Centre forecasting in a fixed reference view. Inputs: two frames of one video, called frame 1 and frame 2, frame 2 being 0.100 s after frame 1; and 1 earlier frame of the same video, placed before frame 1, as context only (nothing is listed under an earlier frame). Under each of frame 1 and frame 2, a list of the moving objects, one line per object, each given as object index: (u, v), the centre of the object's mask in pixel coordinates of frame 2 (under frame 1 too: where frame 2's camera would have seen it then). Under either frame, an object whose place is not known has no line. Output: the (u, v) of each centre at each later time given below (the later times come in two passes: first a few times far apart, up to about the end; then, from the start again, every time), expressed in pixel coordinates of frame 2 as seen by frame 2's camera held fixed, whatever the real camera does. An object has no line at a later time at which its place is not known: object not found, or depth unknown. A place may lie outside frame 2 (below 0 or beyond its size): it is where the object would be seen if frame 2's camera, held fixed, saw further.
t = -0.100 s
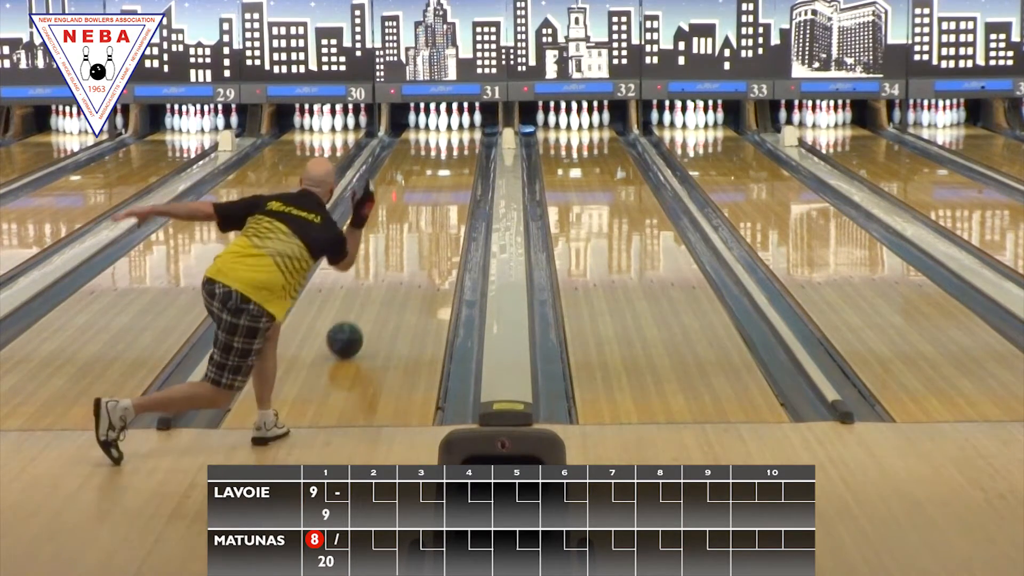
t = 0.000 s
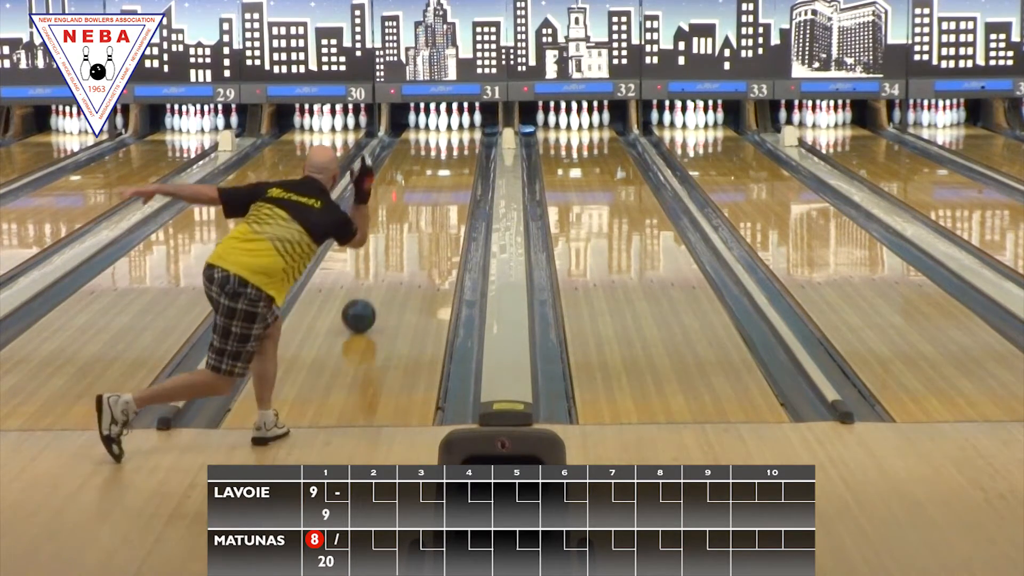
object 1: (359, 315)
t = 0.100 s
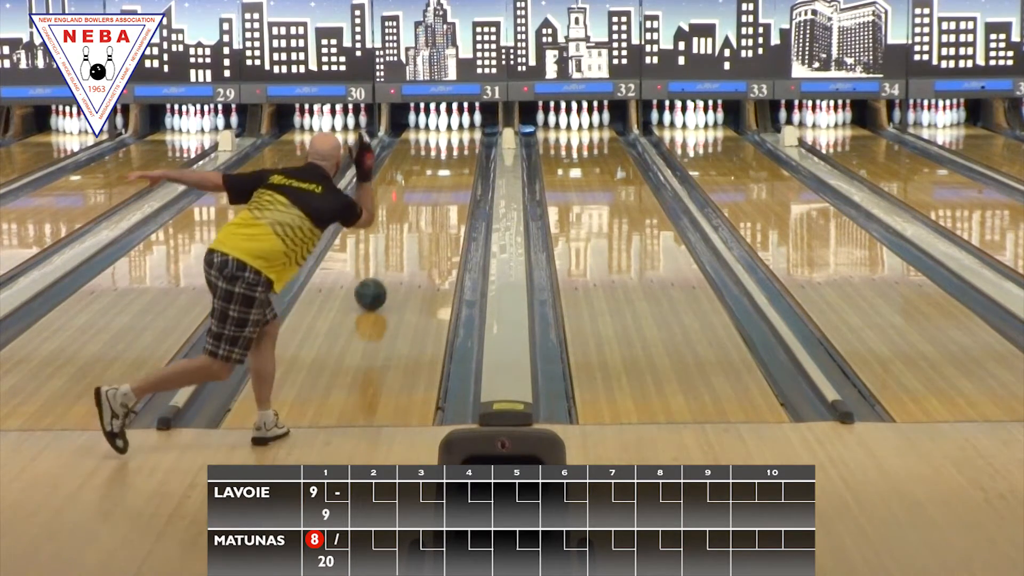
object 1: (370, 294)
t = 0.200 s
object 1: (381, 275)
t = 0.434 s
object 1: (402, 240)
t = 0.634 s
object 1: (415, 215)
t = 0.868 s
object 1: (428, 192)
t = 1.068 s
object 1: (436, 175)
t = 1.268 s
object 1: (443, 161)
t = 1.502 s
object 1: (449, 147)
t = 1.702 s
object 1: (450, 137)
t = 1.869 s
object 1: (449, 129)
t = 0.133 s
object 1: (374, 288)
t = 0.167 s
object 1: (378, 282)
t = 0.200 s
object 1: (381, 275)
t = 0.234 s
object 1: (385, 270)
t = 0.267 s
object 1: (388, 264)
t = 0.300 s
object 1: (391, 259)
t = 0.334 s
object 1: (394, 254)
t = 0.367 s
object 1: (396, 250)
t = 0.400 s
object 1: (399, 245)
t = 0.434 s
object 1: (402, 240)
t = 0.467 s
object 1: (404, 235)
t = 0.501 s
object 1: (406, 231)
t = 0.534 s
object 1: (409, 227)
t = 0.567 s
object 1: (411, 223)
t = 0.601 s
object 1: (413, 219)
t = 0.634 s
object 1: (415, 215)
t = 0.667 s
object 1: (417, 211)
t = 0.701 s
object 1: (419, 212)
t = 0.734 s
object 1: (423, 202)
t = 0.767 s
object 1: (423, 201)
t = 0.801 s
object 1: (425, 198)
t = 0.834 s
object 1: (426, 195)
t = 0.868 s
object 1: (428, 192)
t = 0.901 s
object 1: (430, 189)
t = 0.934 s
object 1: (431, 186)
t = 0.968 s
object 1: (432, 183)
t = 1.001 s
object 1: (434, 181)
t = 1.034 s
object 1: (435, 178)
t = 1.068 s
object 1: (436, 175)
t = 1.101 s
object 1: (438, 173)
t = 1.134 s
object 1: (439, 171)
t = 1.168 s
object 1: (440, 168)
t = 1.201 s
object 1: (441, 166)
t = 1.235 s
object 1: (442, 163)
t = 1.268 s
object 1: (443, 161)
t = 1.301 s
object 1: (444, 159)
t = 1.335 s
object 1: (445, 157)
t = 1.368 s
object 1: (446, 154)
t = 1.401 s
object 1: (447, 153)
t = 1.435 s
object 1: (448, 150)
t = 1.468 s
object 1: (448, 149)
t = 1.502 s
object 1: (449, 147)
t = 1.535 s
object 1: (449, 145)
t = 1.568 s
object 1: (450, 143)
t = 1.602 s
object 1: (450, 141)
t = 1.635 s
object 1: (450, 140)
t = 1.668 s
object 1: (450, 138)
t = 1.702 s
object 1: (450, 137)
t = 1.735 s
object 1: (450, 135)
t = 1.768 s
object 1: (450, 133)
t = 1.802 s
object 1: (450, 132)
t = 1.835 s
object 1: (450, 131)
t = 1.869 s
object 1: (449, 129)
